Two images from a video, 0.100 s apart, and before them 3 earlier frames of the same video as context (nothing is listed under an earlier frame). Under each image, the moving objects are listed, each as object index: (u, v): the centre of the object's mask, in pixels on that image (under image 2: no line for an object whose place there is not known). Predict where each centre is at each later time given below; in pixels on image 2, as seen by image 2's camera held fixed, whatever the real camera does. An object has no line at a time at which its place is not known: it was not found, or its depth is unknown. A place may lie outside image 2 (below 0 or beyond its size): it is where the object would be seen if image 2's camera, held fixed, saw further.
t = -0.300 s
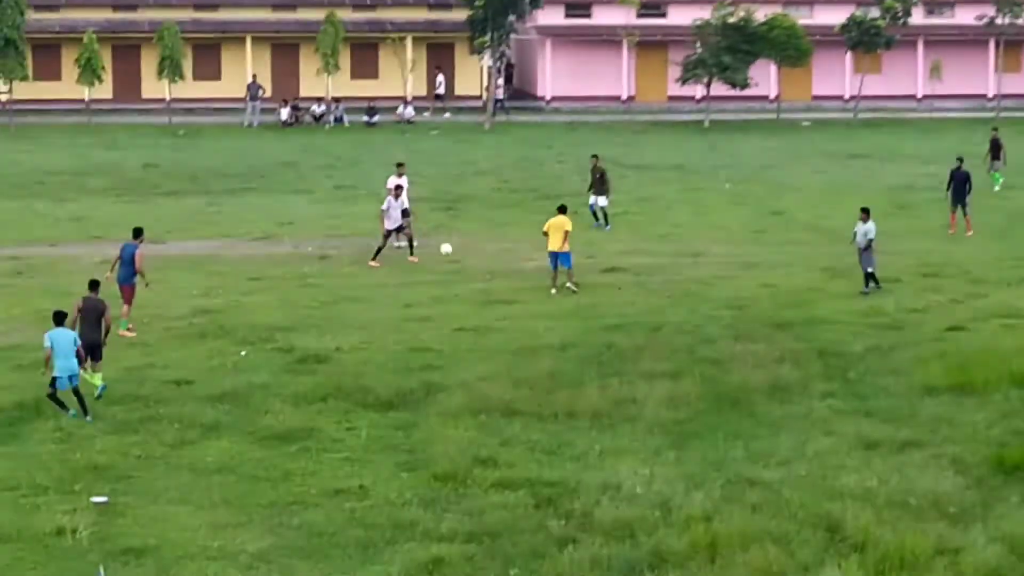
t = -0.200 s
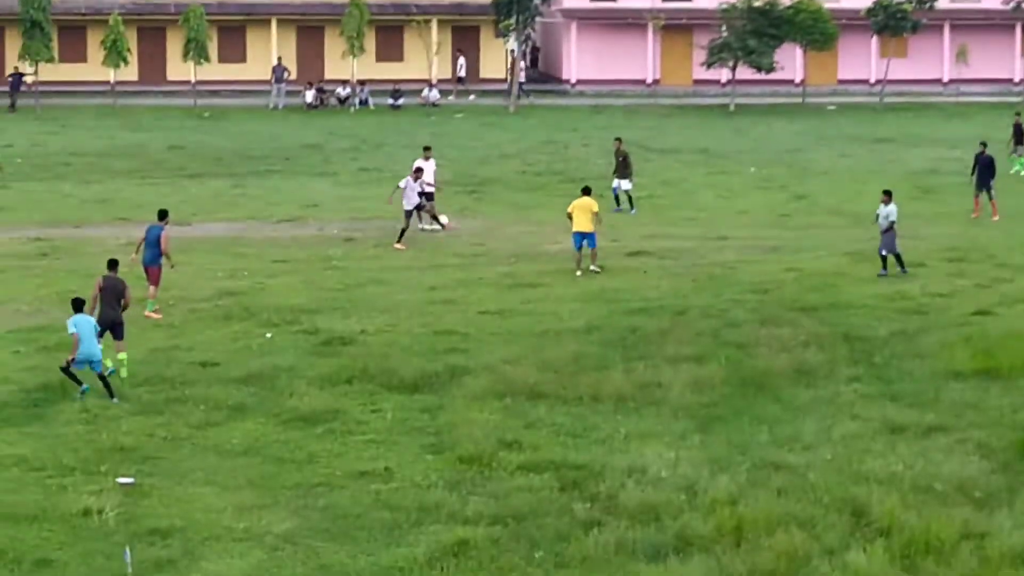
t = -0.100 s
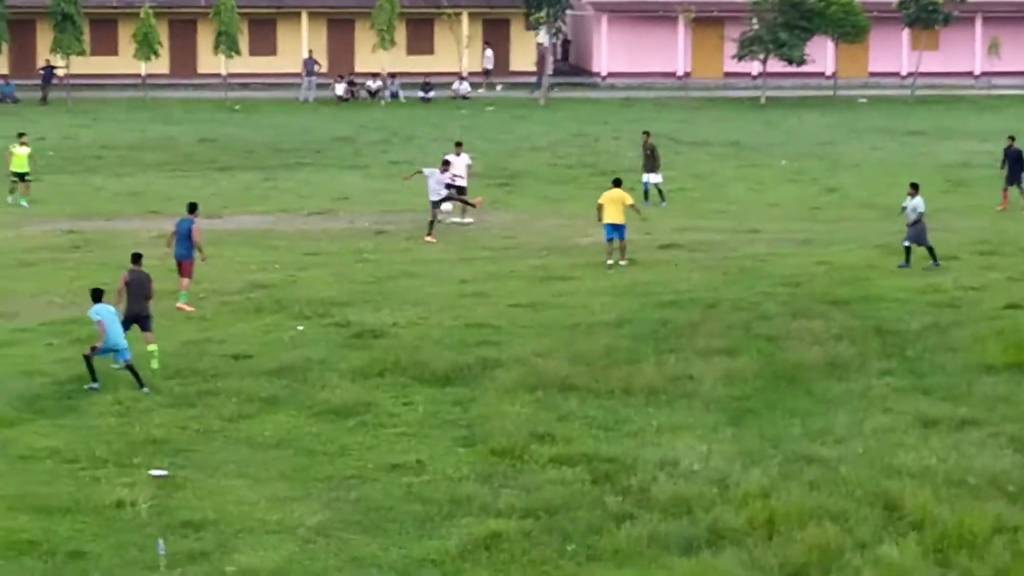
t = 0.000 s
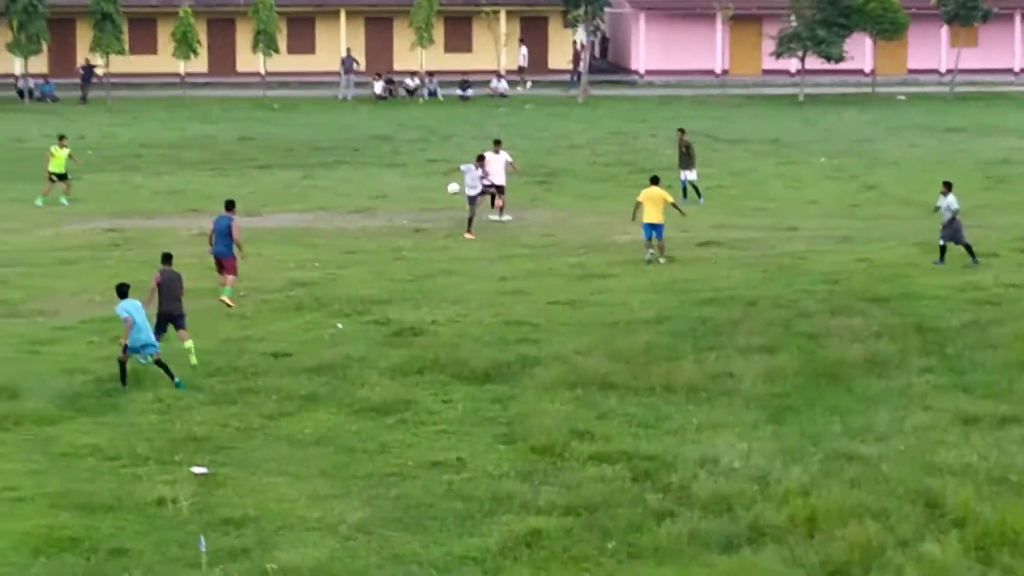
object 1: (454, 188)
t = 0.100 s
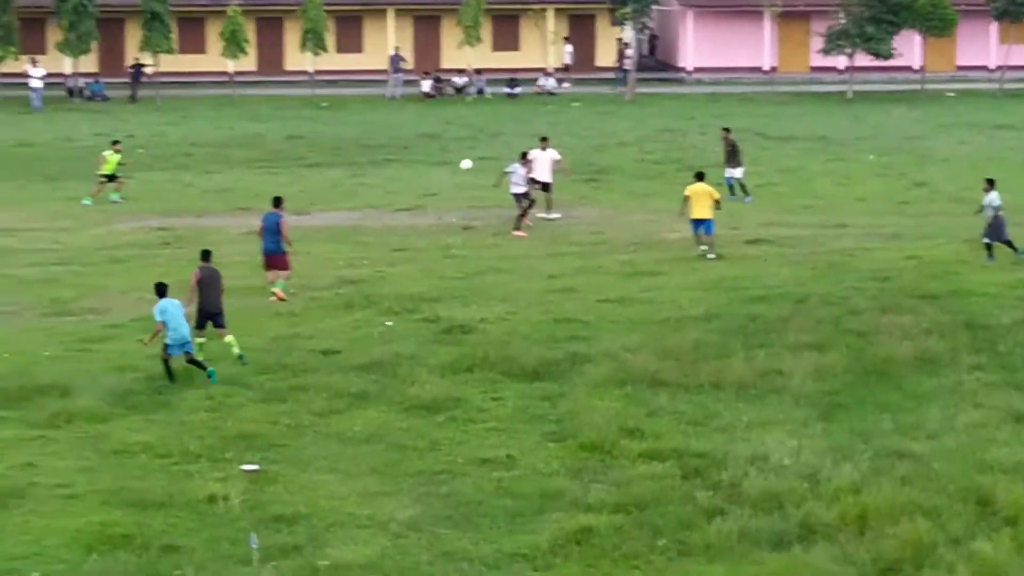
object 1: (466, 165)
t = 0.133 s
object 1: (457, 158)
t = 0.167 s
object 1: (448, 152)
